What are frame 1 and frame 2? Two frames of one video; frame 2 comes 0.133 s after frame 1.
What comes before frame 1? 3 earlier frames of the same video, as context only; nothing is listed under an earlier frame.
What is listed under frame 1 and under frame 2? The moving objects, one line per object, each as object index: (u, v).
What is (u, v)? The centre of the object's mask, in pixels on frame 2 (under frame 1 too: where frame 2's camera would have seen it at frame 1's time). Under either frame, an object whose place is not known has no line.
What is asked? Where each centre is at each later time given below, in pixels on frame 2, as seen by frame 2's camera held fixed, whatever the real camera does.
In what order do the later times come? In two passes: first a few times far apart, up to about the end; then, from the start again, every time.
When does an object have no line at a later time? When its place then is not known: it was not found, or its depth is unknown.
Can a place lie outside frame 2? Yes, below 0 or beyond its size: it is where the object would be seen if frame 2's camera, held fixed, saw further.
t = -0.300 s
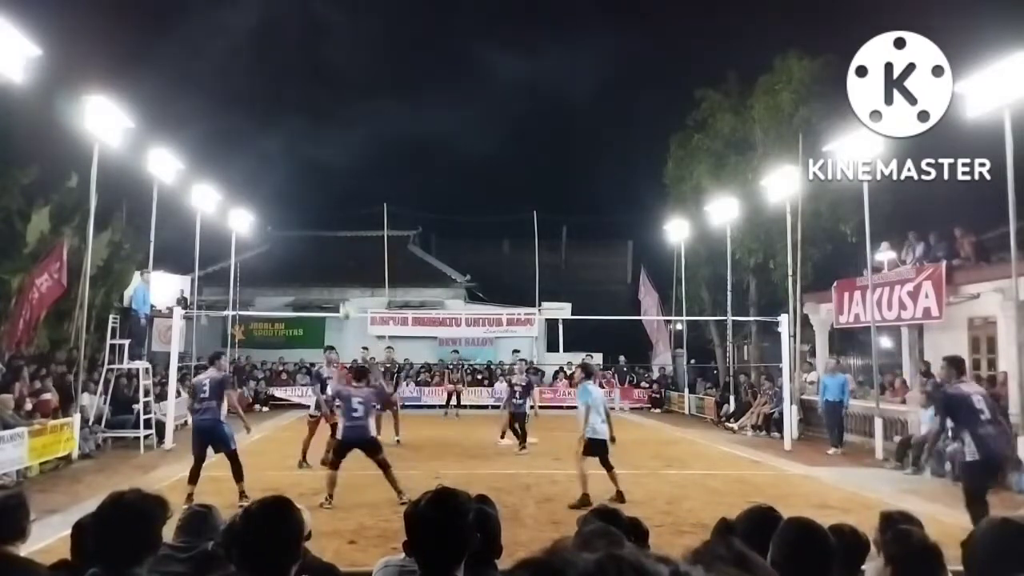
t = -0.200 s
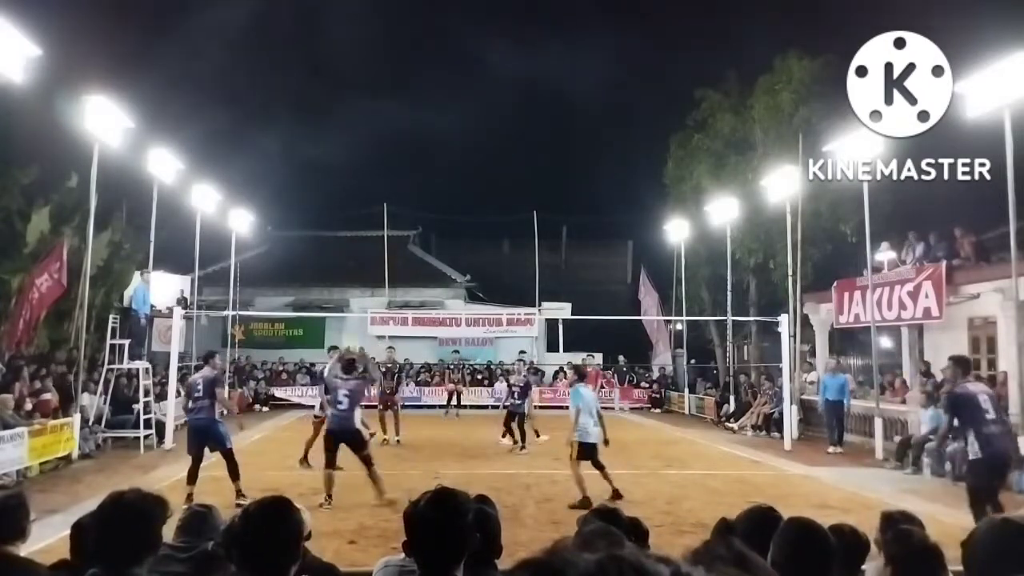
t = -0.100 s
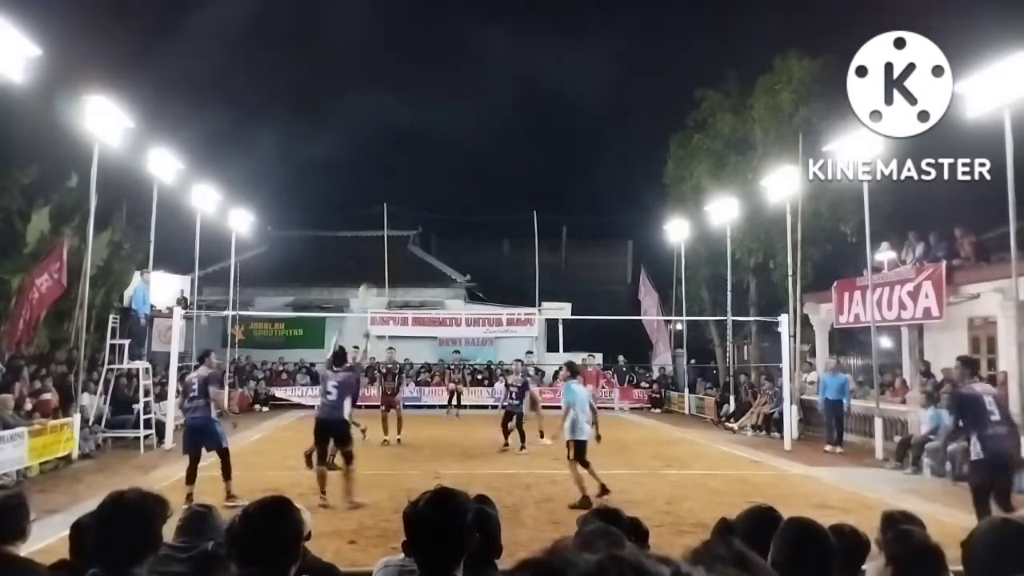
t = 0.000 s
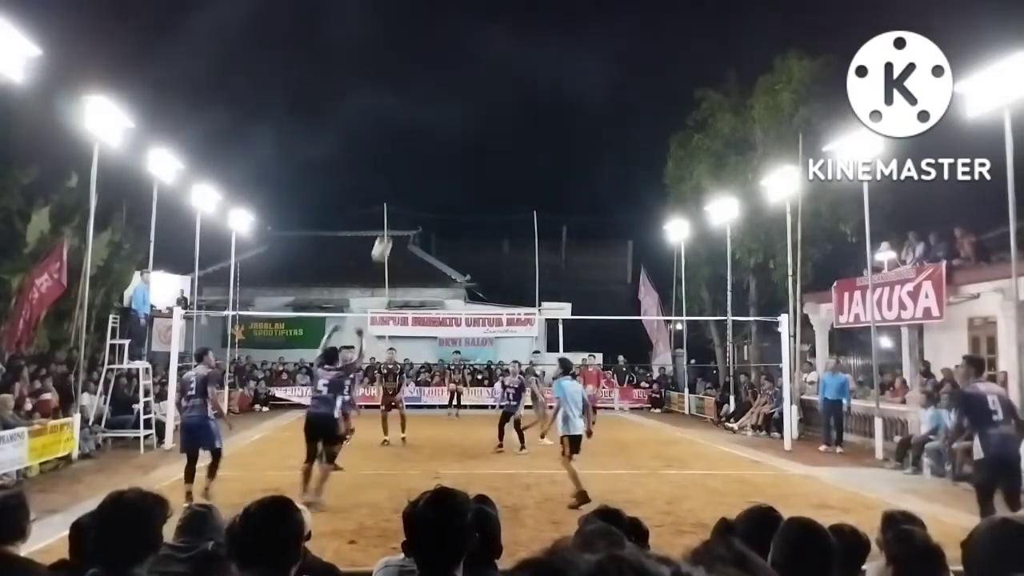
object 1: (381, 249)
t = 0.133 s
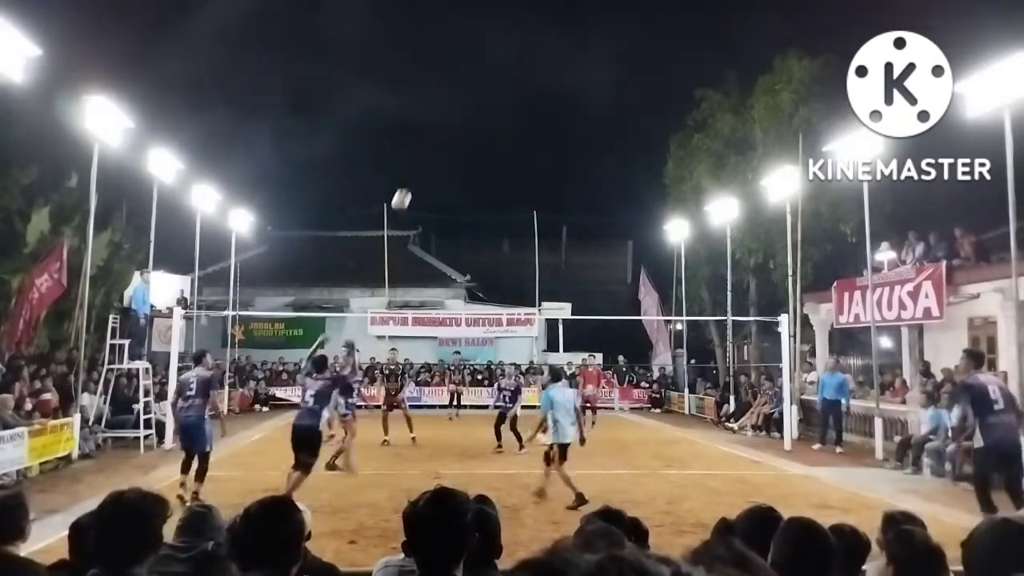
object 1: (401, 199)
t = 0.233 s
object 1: (414, 173)
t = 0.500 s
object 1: (445, 143)
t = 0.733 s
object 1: (468, 156)
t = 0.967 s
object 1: (488, 200)
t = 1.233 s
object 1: (506, 281)
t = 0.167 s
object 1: (406, 190)
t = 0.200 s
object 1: (410, 181)
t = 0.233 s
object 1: (414, 173)
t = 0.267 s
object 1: (419, 166)
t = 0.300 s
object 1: (423, 160)
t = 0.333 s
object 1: (427, 156)
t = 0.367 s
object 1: (431, 152)
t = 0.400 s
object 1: (434, 148)
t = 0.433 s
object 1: (438, 146)
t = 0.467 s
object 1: (442, 144)
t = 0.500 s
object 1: (445, 143)
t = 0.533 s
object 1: (449, 143)
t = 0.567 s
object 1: (452, 143)
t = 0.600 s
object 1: (455, 144)
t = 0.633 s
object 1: (459, 146)
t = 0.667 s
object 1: (462, 149)
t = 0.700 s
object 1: (465, 152)
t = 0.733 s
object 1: (468, 156)
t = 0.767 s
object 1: (471, 160)
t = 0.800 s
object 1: (474, 165)
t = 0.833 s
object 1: (477, 171)
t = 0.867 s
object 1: (480, 177)
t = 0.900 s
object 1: (483, 184)
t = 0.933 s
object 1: (485, 192)
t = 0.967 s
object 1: (488, 200)
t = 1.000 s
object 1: (490, 209)
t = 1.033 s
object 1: (493, 217)
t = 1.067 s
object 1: (495, 227)
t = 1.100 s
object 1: (497, 236)
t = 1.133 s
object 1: (500, 247)
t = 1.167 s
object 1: (502, 258)
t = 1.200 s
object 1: (504, 269)
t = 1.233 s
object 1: (506, 281)
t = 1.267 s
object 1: (508, 293)
